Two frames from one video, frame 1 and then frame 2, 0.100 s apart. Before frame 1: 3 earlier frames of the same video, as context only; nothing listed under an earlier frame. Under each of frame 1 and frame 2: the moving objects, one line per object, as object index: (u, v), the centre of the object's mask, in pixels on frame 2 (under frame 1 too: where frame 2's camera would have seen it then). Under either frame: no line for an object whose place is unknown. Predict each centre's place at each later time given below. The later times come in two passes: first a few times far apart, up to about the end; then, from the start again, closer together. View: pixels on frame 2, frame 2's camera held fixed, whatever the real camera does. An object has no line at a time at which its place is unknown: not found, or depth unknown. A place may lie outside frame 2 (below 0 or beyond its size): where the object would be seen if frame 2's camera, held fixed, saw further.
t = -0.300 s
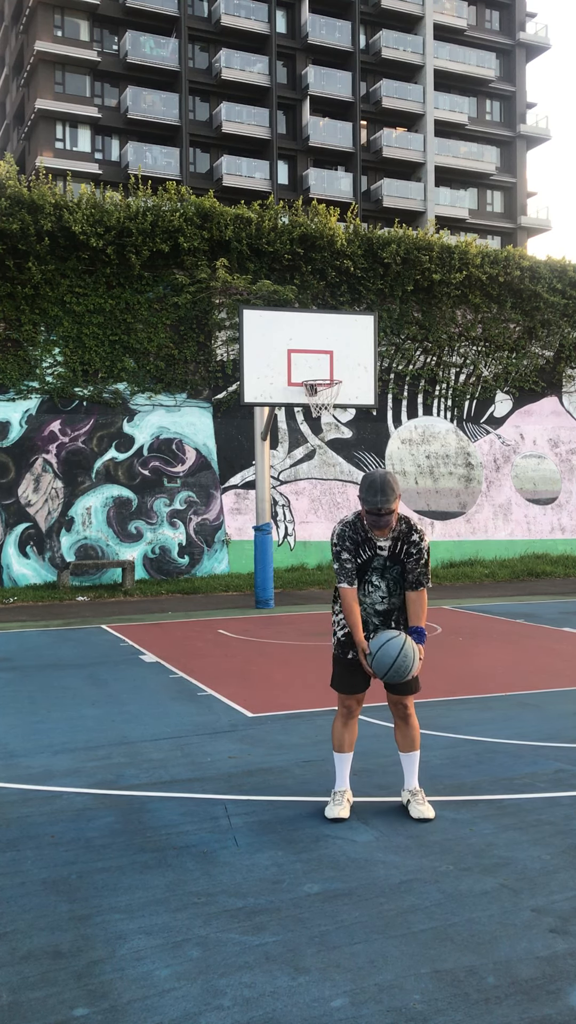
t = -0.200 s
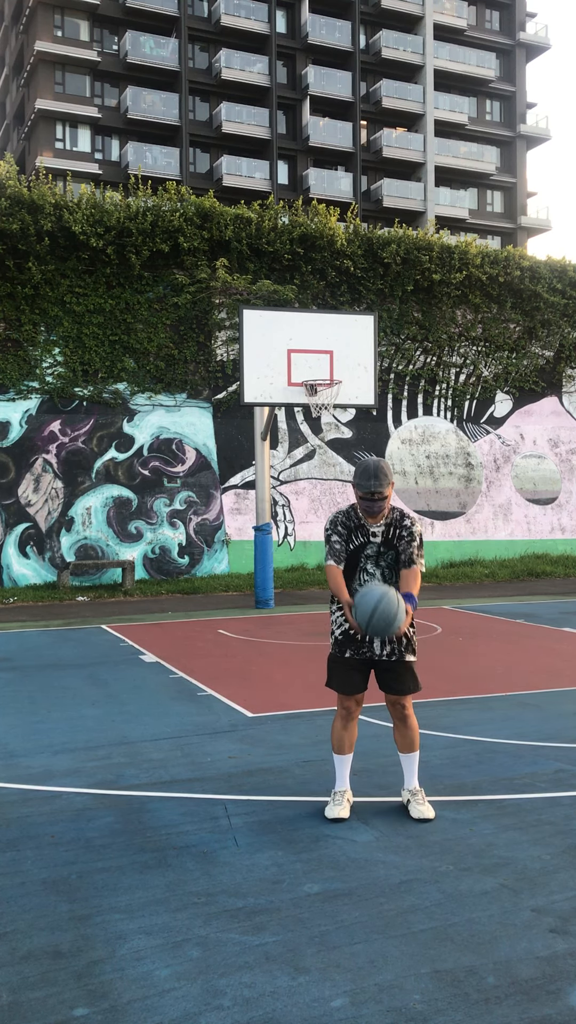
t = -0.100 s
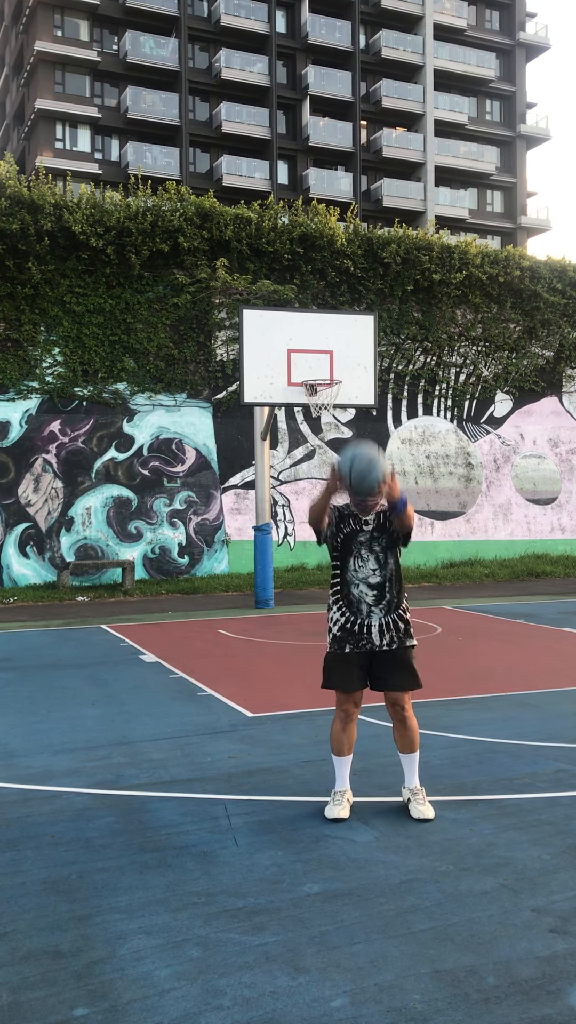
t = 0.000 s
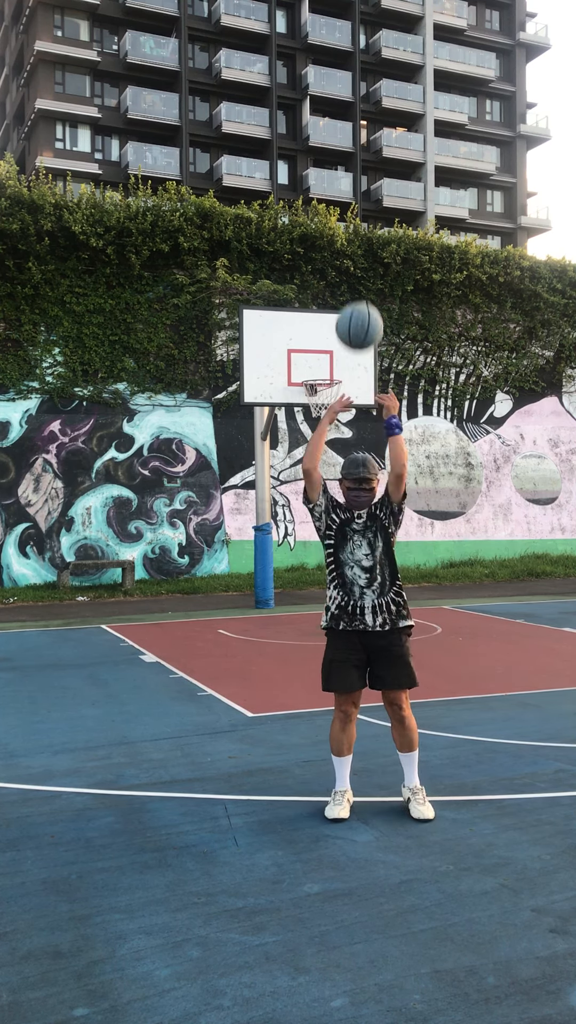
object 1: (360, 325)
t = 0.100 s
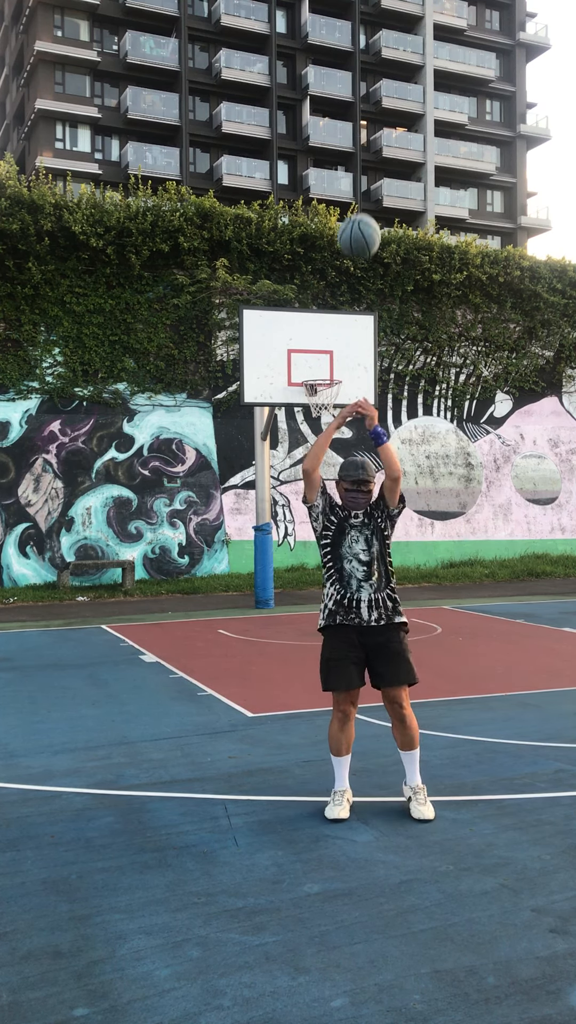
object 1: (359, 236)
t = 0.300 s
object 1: (358, 148)
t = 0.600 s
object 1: (357, 144)
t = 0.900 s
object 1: (357, 222)
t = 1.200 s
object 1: (358, 348)
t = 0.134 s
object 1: (359, 215)
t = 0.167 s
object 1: (359, 196)
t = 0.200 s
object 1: (359, 180)
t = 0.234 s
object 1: (359, 167)
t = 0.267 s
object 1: (358, 156)
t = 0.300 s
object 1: (358, 148)
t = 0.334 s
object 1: (358, 142)
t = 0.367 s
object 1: (358, 137)
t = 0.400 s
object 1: (358, 134)
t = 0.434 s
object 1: (357, 132)
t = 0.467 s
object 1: (357, 132)
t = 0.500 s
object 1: (357, 133)
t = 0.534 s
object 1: (357, 135)
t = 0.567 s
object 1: (357, 139)
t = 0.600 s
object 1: (357, 144)
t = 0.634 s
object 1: (357, 149)
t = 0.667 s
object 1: (356, 156)
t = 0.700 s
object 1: (356, 162)
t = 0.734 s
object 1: (356, 171)
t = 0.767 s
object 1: (357, 180)
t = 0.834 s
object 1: (357, 200)
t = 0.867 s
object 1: (356, 211)
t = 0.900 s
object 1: (357, 222)
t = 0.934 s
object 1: (357, 235)
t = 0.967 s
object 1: (357, 247)
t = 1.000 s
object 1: (357, 261)
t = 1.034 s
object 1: (357, 274)
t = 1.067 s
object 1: (357, 288)
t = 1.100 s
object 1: (358, 302)
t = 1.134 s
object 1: (358, 317)
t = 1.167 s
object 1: (357, 332)
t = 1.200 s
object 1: (358, 348)
